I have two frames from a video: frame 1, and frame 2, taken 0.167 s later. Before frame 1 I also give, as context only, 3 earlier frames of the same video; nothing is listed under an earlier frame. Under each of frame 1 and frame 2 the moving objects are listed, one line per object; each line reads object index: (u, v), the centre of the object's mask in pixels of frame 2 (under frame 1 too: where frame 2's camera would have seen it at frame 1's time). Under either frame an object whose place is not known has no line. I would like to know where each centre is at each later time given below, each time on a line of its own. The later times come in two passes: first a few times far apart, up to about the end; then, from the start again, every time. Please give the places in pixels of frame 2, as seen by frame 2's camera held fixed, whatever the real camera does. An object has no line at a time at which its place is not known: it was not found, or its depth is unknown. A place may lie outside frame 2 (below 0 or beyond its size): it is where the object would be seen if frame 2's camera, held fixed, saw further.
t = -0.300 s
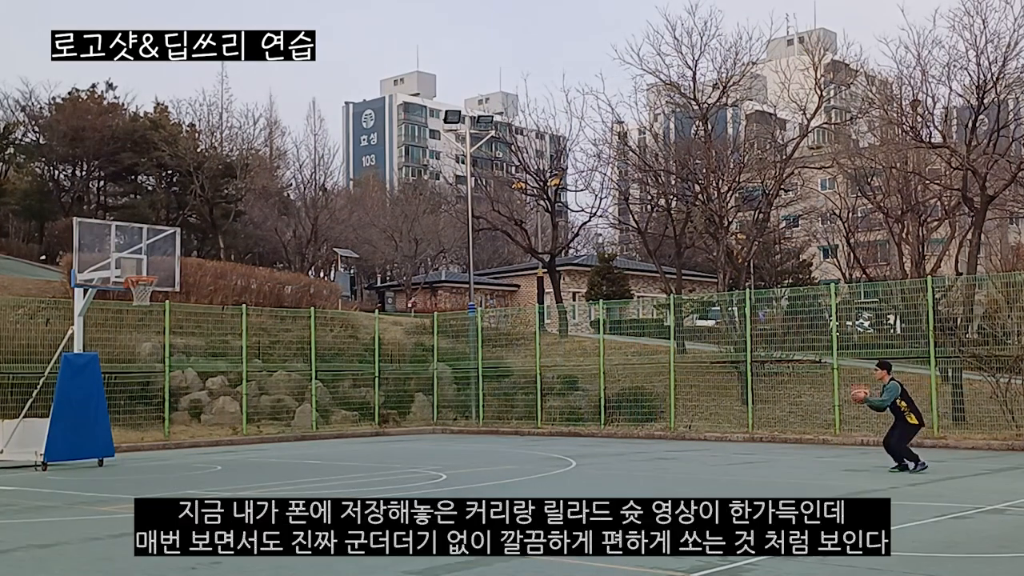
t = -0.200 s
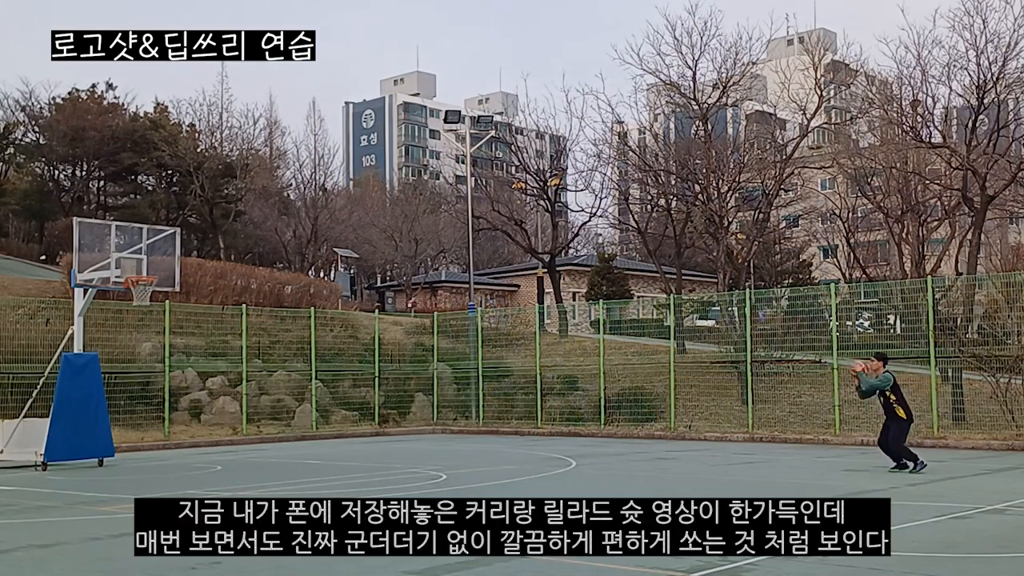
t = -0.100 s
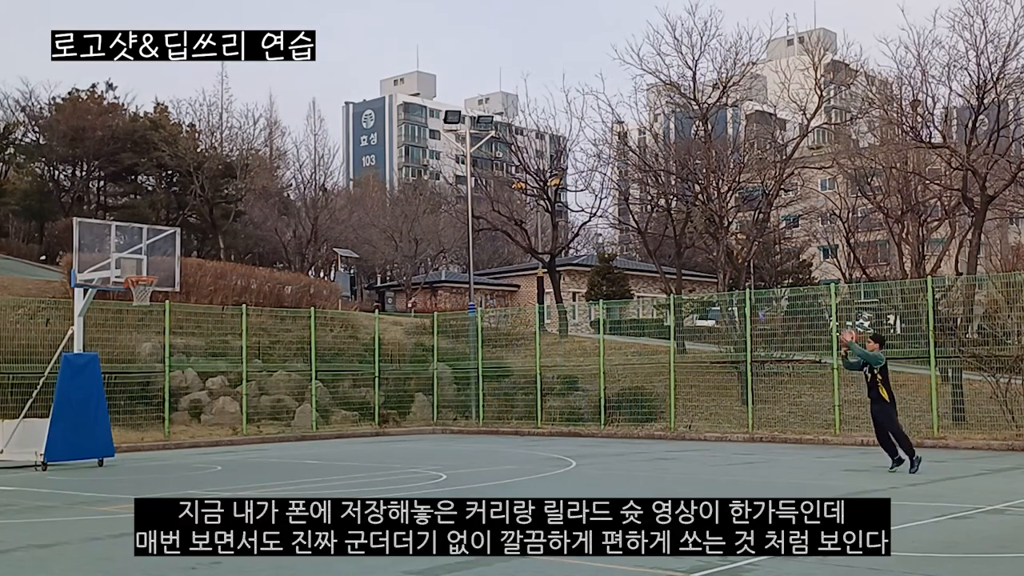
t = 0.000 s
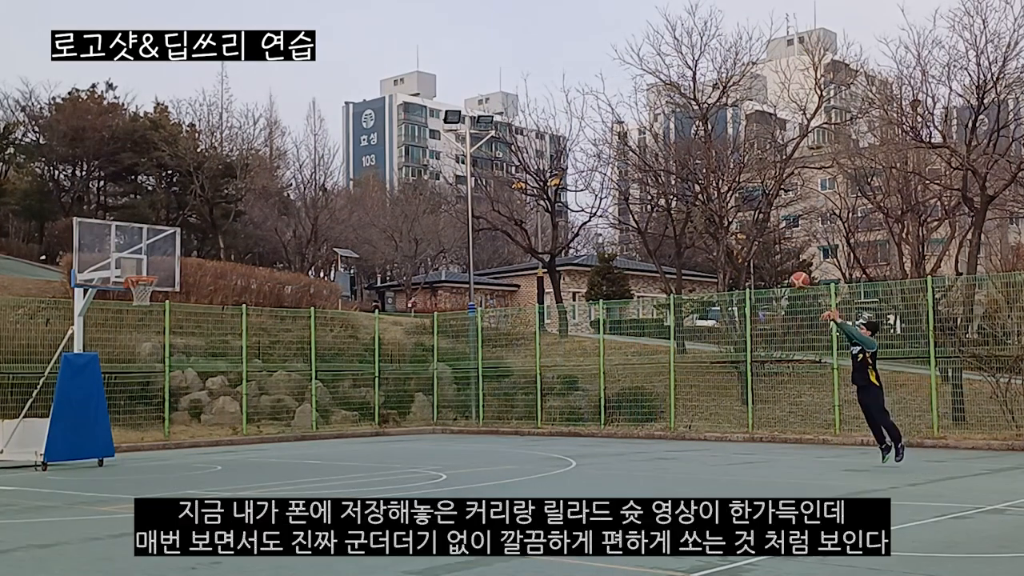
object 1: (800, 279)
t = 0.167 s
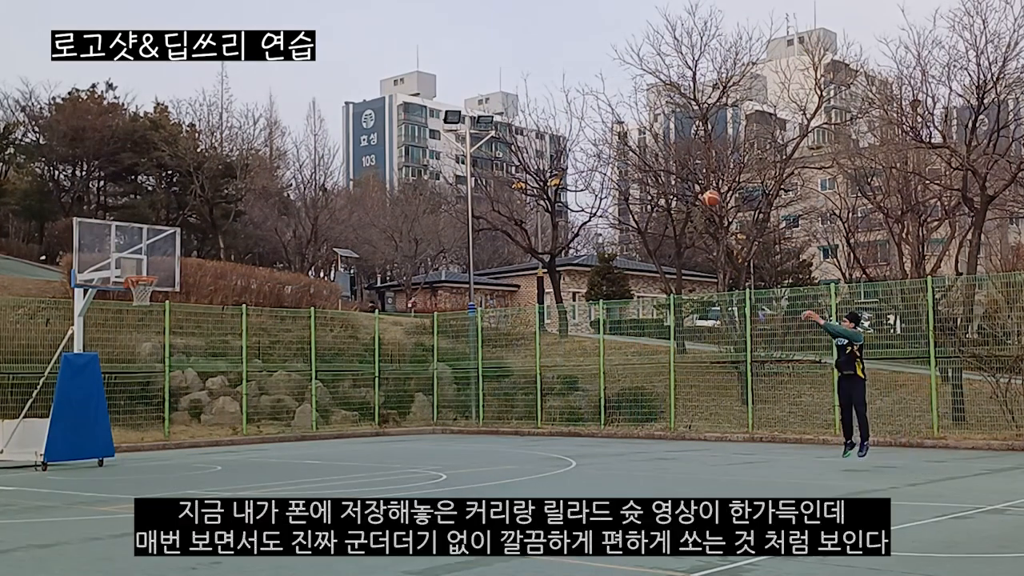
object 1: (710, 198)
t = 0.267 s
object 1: (660, 160)
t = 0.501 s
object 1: (550, 99)
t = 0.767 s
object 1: (434, 74)
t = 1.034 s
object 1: (326, 94)
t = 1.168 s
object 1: (275, 121)
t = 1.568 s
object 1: (135, 256)
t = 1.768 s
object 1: (161, 262)
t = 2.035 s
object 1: (190, 260)
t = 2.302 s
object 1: (218, 299)
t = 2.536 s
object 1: (240, 365)
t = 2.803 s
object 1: (263, 437)
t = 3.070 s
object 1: (293, 363)
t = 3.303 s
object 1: (318, 332)
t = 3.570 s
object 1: (347, 334)
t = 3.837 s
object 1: (374, 375)
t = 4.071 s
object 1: (397, 442)
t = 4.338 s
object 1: (425, 387)
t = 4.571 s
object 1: (446, 365)
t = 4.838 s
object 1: (471, 376)
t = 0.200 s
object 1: (694, 185)
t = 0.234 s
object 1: (676, 172)
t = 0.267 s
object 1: (660, 160)
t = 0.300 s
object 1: (644, 149)
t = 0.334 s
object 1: (627, 139)
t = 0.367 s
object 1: (613, 130)
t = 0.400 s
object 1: (596, 121)
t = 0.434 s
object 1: (580, 113)
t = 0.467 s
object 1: (565, 106)
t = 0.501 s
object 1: (550, 99)
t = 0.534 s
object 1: (535, 93)
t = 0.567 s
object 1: (520, 88)
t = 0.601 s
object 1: (505, 84)
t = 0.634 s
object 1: (491, 80)
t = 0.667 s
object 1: (477, 78)
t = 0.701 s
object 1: (462, 75)
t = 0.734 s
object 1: (448, 74)
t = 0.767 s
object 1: (434, 74)
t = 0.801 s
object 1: (421, 74)
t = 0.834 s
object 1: (406, 75)
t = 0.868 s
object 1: (393, 77)
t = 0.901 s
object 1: (380, 79)
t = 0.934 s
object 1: (366, 82)
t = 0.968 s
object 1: (352, 85)
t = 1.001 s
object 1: (339, 90)
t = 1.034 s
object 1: (326, 94)
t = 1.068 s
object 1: (313, 100)
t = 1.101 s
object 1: (300, 106)
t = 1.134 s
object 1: (288, 113)
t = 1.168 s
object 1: (275, 121)
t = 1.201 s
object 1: (262, 129)
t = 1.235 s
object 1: (249, 138)
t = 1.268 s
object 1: (236, 147)
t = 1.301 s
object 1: (223, 157)
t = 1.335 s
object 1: (211, 168)
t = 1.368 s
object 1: (198, 178)
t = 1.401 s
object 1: (186, 191)
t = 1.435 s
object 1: (174, 203)
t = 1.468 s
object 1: (162, 216)
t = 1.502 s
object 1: (150, 230)
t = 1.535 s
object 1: (138, 245)
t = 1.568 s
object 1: (135, 256)
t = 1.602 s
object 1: (135, 265)
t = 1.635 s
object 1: (138, 271)
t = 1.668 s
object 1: (147, 271)
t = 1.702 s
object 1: (153, 270)
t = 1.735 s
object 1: (158, 265)
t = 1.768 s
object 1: (161, 262)
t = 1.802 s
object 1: (165, 260)
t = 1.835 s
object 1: (169, 257)
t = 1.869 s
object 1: (172, 257)
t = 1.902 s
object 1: (176, 256)
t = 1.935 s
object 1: (180, 256)
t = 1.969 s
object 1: (184, 257)
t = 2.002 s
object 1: (187, 257)
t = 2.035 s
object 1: (190, 260)
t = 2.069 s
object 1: (194, 262)
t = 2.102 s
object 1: (198, 265)
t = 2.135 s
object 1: (202, 269)
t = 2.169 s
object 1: (205, 274)
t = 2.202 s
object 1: (208, 279)
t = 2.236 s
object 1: (211, 285)
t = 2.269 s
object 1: (215, 291)
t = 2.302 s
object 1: (218, 299)
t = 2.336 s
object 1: (222, 307)
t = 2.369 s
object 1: (225, 314)
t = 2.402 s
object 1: (227, 324)
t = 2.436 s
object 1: (231, 334)
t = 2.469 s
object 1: (234, 343)
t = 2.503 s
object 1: (237, 354)
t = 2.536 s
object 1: (240, 365)
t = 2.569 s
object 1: (244, 377)
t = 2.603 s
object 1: (245, 390)
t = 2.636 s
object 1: (248, 403)
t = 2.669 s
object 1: (251, 416)
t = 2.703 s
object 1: (254, 431)
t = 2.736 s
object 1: (256, 446)
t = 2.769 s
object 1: (259, 449)
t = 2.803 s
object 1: (263, 437)
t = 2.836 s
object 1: (267, 426)
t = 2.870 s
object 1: (270, 415)
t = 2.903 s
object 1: (274, 404)
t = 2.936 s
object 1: (278, 395)
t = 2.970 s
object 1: (282, 385)
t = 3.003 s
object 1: (285, 377)
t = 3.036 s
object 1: (289, 369)
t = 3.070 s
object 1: (293, 363)
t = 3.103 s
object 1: (297, 356)
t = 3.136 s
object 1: (300, 350)
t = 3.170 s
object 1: (303, 345)
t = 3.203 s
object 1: (308, 342)
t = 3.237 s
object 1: (311, 338)
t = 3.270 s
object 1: (315, 335)
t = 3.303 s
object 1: (318, 332)
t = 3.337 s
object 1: (322, 330)
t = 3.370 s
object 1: (325, 329)
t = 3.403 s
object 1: (329, 329)
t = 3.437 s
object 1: (333, 328)
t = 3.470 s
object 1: (336, 329)
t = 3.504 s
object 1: (339, 330)
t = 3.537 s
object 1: (343, 332)
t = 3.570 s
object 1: (347, 334)
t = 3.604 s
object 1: (350, 338)
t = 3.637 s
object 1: (353, 341)
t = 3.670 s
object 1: (357, 345)
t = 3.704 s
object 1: (360, 350)
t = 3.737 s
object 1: (364, 356)
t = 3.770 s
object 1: (367, 361)
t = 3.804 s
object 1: (371, 368)
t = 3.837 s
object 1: (374, 375)
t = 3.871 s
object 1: (378, 383)
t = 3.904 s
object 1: (381, 392)
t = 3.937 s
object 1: (384, 400)
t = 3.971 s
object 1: (386, 411)
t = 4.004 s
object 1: (390, 420)
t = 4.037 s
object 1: (394, 431)
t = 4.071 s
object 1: (397, 442)
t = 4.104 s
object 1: (401, 444)
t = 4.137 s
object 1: (403, 438)
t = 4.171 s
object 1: (406, 428)
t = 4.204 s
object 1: (409, 419)
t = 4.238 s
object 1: (416, 404)
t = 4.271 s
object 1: (419, 398)
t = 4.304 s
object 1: (422, 392)
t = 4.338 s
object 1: (425, 387)
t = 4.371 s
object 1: (428, 381)
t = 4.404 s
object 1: (431, 378)
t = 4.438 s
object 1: (434, 374)
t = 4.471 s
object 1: (437, 371)
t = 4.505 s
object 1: (440, 369)
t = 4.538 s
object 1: (443, 367)
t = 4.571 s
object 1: (446, 365)
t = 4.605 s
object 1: (449, 365)
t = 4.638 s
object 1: (452, 365)
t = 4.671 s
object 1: (455, 365)
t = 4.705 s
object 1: (458, 366)
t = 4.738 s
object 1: (461, 368)
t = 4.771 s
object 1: (463, 370)
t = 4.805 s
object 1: (467, 372)
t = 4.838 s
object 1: (471, 376)
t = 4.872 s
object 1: (473, 380)
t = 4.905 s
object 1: (476, 385)
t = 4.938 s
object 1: (479, 390)
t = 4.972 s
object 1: (481, 396)
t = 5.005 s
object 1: (484, 402)
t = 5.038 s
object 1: (487, 409)
